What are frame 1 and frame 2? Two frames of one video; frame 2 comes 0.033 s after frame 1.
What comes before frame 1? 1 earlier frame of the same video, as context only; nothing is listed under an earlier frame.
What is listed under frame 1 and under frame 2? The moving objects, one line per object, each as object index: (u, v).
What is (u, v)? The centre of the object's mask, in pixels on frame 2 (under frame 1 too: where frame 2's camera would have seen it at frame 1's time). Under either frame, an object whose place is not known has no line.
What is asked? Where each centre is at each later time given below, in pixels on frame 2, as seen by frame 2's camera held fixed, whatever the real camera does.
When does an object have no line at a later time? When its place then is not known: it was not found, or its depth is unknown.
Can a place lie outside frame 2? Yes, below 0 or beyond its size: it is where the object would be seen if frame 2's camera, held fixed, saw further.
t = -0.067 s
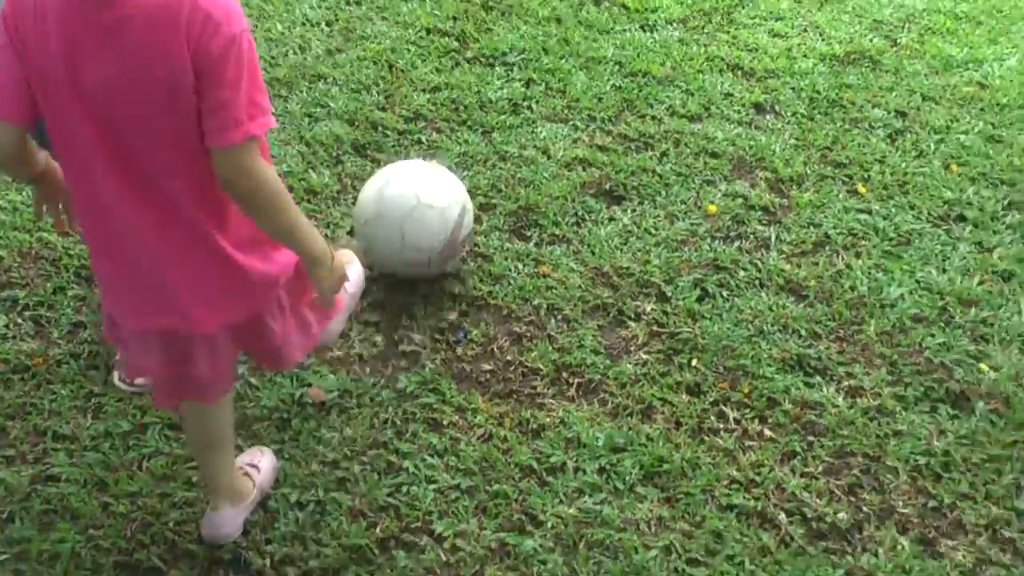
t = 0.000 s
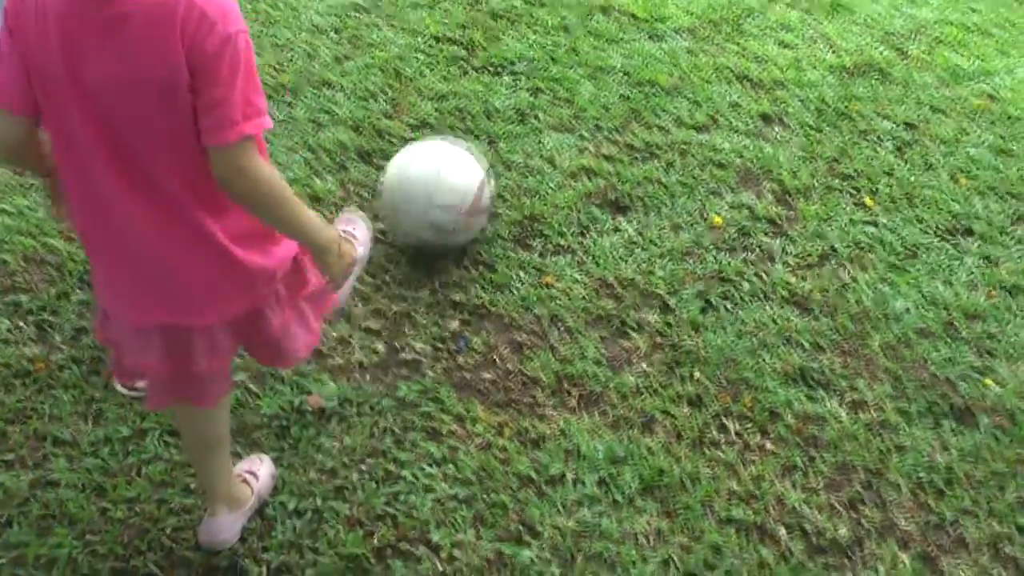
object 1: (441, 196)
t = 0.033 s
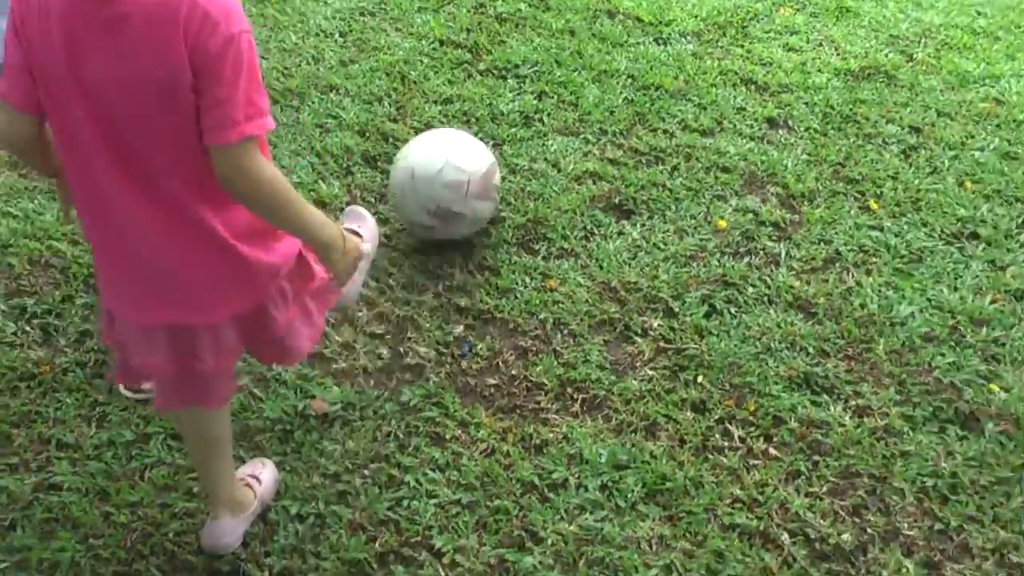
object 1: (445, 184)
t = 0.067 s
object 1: (449, 171)
